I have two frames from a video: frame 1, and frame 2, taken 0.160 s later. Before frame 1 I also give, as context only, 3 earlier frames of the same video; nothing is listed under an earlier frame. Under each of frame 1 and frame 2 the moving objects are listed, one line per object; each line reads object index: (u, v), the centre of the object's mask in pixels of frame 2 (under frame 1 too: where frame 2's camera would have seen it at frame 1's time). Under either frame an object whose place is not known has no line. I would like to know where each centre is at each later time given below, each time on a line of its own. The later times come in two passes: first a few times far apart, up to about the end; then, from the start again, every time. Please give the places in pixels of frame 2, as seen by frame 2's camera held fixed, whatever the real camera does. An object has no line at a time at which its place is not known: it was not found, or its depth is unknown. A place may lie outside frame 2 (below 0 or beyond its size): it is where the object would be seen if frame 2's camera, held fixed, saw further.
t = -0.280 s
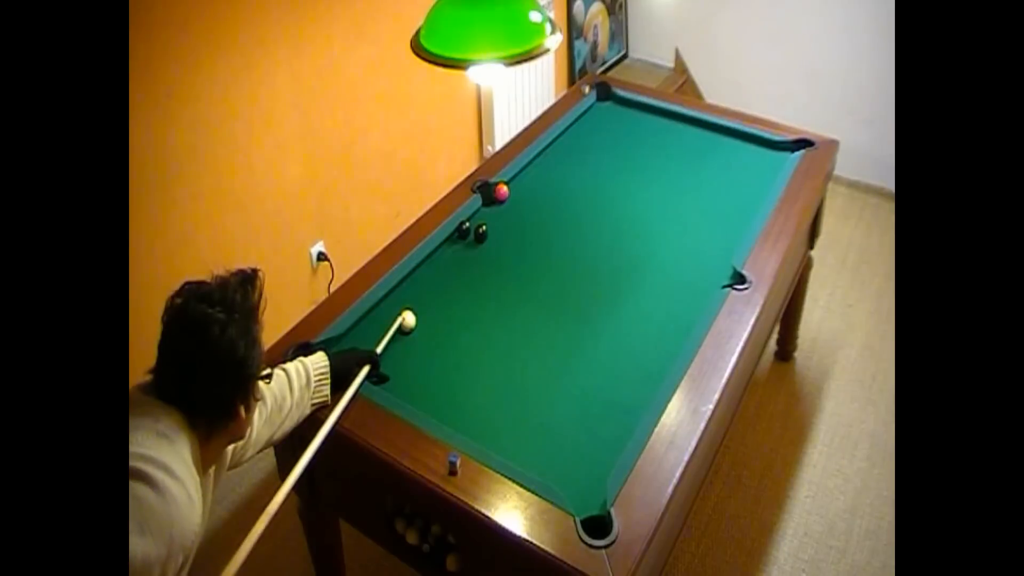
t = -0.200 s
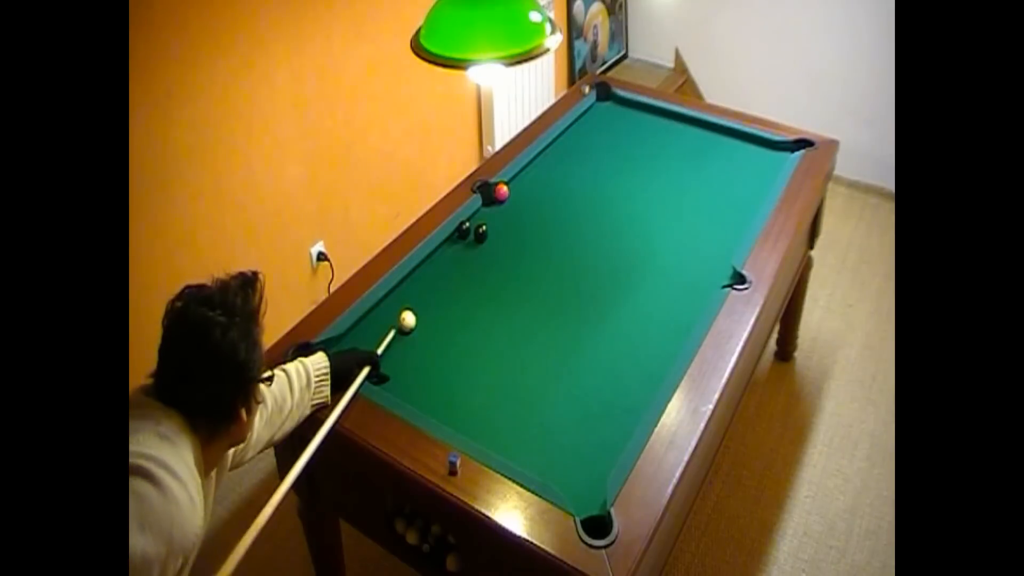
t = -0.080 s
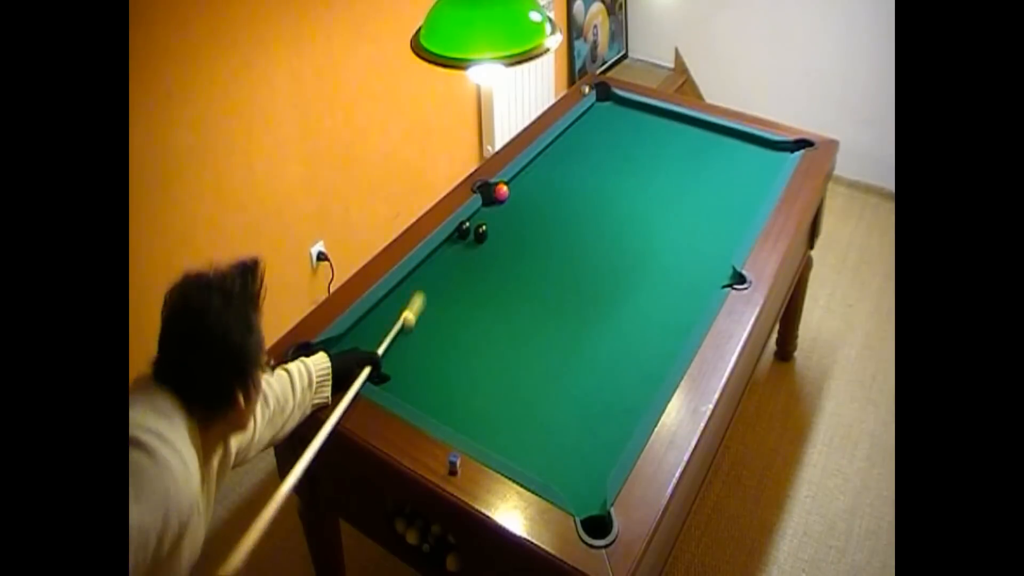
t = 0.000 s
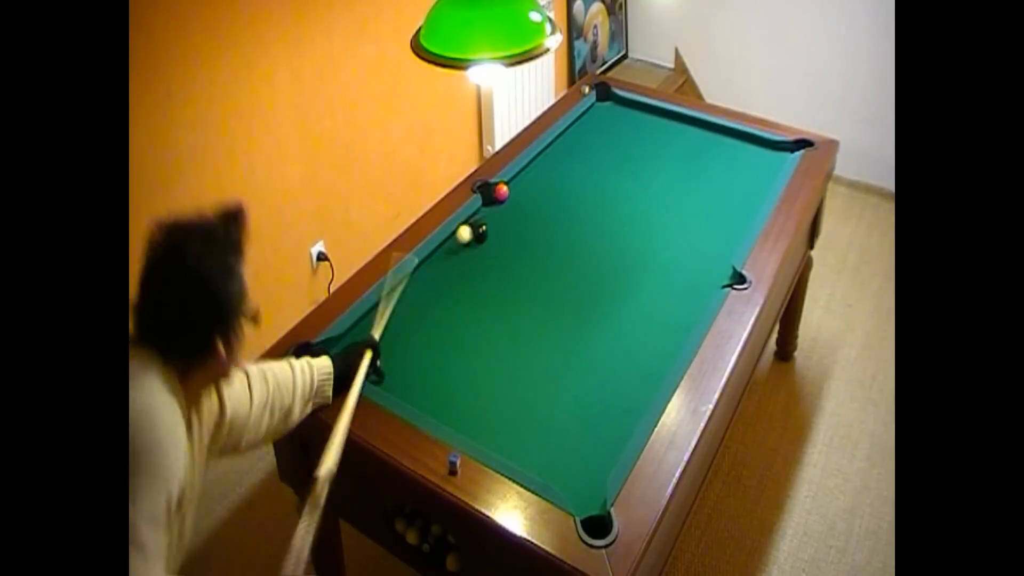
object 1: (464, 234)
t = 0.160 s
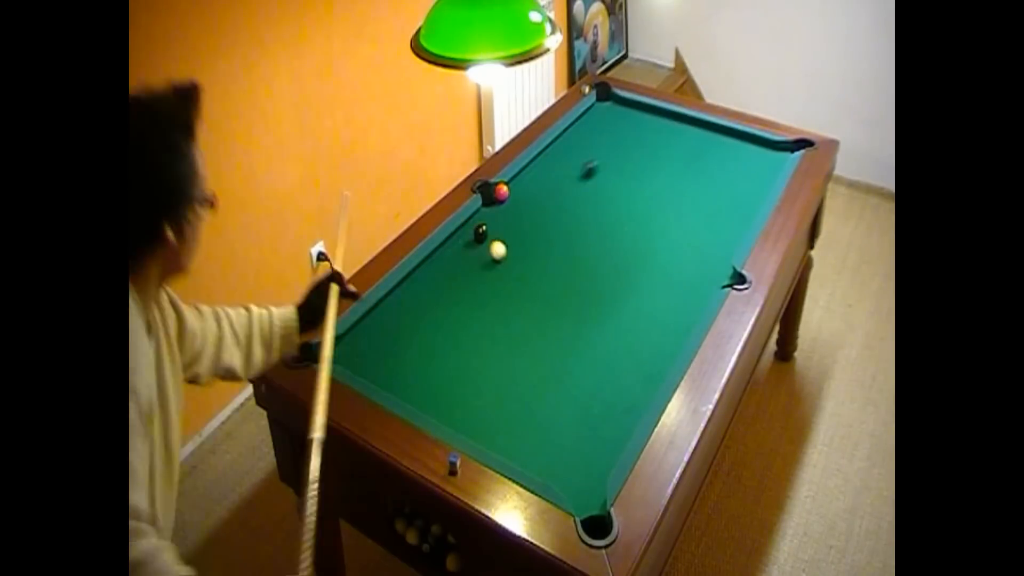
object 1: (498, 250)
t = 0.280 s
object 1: (524, 259)
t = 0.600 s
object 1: (593, 251)
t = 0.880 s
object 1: (646, 231)
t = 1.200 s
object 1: (700, 212)
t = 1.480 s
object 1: (742, 196)
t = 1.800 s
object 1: (768, 171)
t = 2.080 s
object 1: (770, 144)
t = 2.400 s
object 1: (730, 152)
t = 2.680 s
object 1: (697, 158)
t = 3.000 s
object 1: (658, 166)
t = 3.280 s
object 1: (624, 173)
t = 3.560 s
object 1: (591, 180)
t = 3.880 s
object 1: (554, 188)
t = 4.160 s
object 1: (522, 195)
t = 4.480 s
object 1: (498, 206)
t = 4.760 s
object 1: (482, 216)
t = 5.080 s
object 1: (464, 229)
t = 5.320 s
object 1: (457, 237)
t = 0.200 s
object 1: (507, 254)
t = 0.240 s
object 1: (515, 257)
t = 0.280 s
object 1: (524, 259)
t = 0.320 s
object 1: (533, 260)
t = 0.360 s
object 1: (542, 260)
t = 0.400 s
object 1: (551, 260)
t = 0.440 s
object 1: (560, 259)
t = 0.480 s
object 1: (568, 258)
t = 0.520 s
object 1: (576, 256)
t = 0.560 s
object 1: (585, 254)
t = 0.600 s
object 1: (593, 251)
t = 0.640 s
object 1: (601, 248)
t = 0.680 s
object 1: (608, 245)
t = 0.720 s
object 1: (616, 242)
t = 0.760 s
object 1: (624, 239)
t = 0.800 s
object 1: (631, 237)
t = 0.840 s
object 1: (639, 234)
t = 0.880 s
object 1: (646, 231)
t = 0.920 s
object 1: (653, 229)
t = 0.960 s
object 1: (660, 226)
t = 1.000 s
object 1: (667, 224)
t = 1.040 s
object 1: (674, 221)
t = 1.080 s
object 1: (681, 218)
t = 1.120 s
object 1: (687, 216)
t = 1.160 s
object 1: (694, 214)
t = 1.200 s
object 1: (700, 212)
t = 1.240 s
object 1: (706, 209)
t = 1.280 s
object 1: (712, 206)
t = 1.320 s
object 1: (719, 205)
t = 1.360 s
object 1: (724, 202)
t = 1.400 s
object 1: (730, 200)
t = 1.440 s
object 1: (736, 198)
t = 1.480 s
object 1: (742, 196)
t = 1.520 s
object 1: (747, 194)
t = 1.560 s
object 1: (753, 191)
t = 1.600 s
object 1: (758, 190)
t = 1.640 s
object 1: (764, 187)
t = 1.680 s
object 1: (768, 184)
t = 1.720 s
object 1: (768, 180)
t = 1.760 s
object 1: (768, 175)
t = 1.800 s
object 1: (768, 171)
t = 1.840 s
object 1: (769, 167)
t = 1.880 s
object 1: (769, 163)
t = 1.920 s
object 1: (769, 159)
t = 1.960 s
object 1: (770, 155)
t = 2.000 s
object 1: (770, 151)
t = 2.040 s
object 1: (770, 147)
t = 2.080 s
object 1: (770, 144)
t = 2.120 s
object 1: (765, 145)
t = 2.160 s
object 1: (760, 146)
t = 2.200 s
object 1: (755, 147)
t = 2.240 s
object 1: (750, 148)
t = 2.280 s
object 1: (745, 149)
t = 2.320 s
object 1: (740, 150)
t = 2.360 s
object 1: (735, 151)
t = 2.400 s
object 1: (730, 152)
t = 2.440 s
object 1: (725, 153)
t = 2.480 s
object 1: (721, 154)
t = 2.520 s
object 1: (716, 155)
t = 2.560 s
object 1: (711, 156)
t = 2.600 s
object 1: (706, 156)
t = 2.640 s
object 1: (701, 157)
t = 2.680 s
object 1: (697, 158)
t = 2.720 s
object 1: (692, 159)
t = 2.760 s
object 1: (687, 160)
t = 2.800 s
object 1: (682, 161)
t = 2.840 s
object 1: (677, 162)
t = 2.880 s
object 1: (672, 163)
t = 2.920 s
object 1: (668, 164)
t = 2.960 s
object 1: (663, 165)
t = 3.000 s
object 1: (658, 166)
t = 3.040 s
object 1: (653, 167)
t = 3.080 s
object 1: (648, 168)
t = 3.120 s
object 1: (644, 169)
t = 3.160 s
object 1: (639, 170)
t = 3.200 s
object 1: (634, 171)
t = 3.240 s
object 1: (629, 172)
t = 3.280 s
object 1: (624, 173)
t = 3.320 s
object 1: (620, 174)
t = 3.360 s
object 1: (615, 175)
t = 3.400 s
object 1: (610, 176)
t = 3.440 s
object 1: (605, 177)
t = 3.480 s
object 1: (601, 178)
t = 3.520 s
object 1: (596, 179)
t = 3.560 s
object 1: (591, 180)
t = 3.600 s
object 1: (586, 181)
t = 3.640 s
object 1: (582, 182)
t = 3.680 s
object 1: (577, 183)
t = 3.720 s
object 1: (572, 184)
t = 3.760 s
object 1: (568, 185)
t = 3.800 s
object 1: (563, 186)
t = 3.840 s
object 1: (559, 187)
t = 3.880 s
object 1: (554, 188)
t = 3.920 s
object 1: (549, 189)
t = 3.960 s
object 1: (545, 190)
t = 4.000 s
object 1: (540, 191)
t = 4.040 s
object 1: (536, 192)
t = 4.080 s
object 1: (531, 193)
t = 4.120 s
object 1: (527, 194)
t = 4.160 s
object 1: (522, 195)
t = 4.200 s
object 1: (518, 196)
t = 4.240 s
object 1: (514, 197)
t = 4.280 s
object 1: (511, 198)
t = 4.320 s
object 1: (508, 200)
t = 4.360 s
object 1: (506, 202)
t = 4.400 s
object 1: (503, 203)
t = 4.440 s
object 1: (501, 205)
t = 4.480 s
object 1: (498, 206)
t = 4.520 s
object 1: (496, 208)
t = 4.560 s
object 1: (493, 209)
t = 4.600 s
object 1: (491, 211)
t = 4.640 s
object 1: (488, 212)
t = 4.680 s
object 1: (487, 213)
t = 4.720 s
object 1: (484, 214)
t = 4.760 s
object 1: (482, 216)
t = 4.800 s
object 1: (479, 217)
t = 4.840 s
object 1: (477, 218)
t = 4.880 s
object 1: (474, 220)
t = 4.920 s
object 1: (472, 222)
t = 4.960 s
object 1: (470, 224)
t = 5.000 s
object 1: (468, 226)
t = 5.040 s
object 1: (466, 227)
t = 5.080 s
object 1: (464, 229)
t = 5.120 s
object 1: (463, 230)
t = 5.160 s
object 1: (461, 231)
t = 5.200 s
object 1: (460, 233)
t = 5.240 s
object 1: (459, 234)
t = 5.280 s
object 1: (458, 236)
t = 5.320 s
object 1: (457, 237)
